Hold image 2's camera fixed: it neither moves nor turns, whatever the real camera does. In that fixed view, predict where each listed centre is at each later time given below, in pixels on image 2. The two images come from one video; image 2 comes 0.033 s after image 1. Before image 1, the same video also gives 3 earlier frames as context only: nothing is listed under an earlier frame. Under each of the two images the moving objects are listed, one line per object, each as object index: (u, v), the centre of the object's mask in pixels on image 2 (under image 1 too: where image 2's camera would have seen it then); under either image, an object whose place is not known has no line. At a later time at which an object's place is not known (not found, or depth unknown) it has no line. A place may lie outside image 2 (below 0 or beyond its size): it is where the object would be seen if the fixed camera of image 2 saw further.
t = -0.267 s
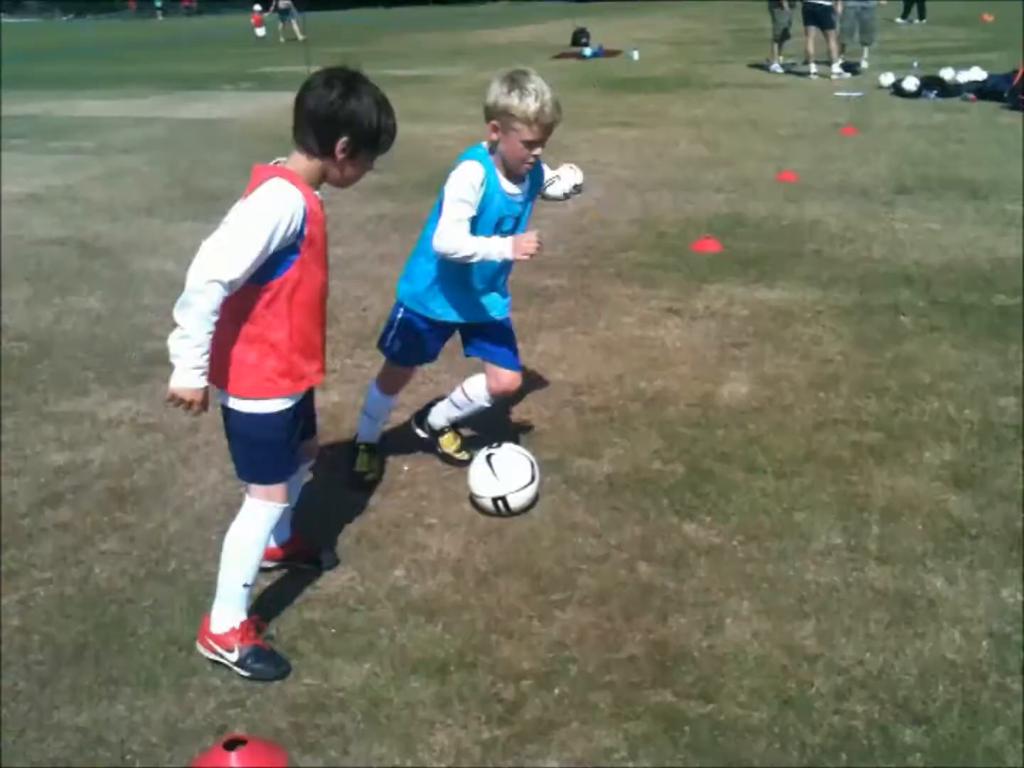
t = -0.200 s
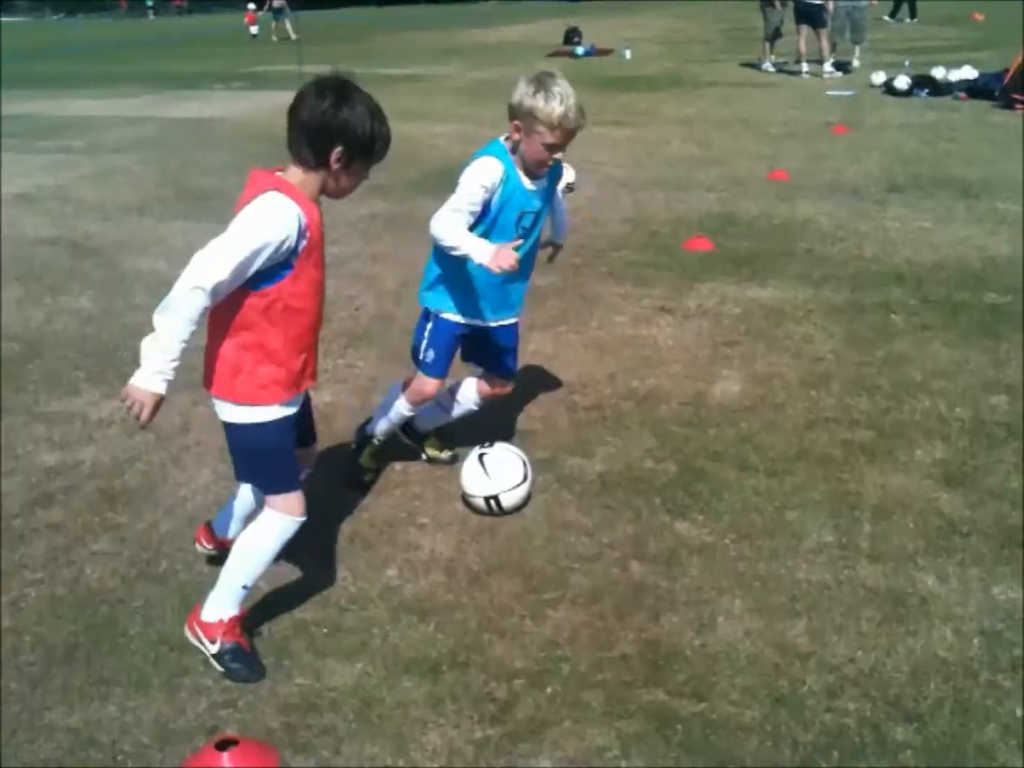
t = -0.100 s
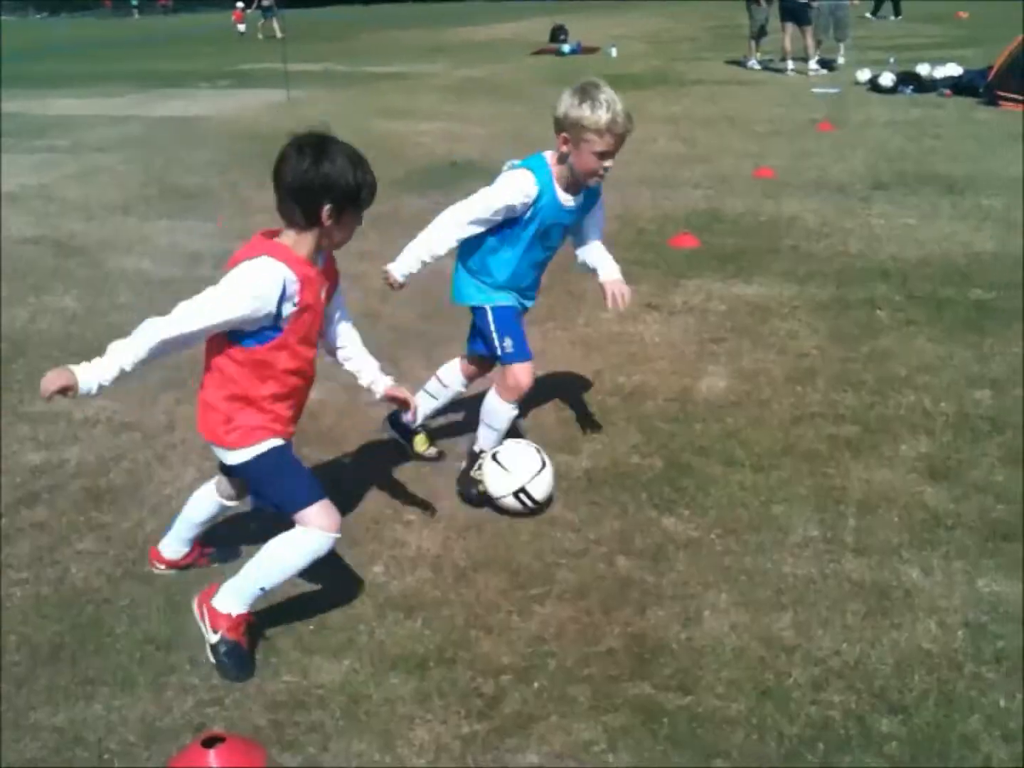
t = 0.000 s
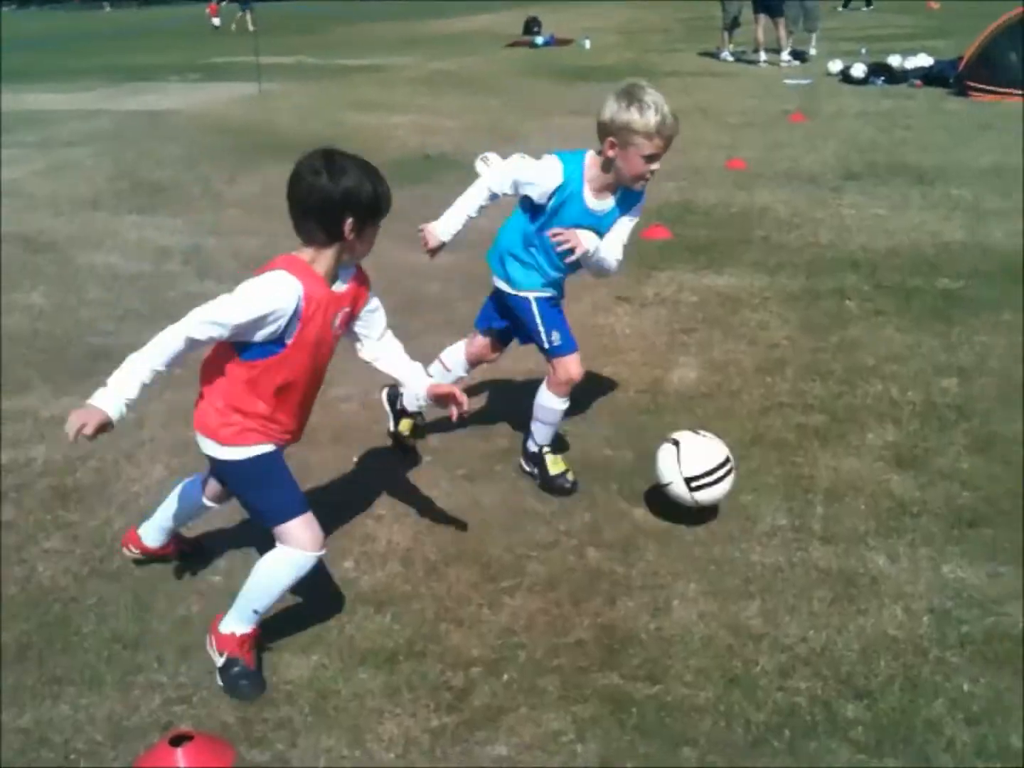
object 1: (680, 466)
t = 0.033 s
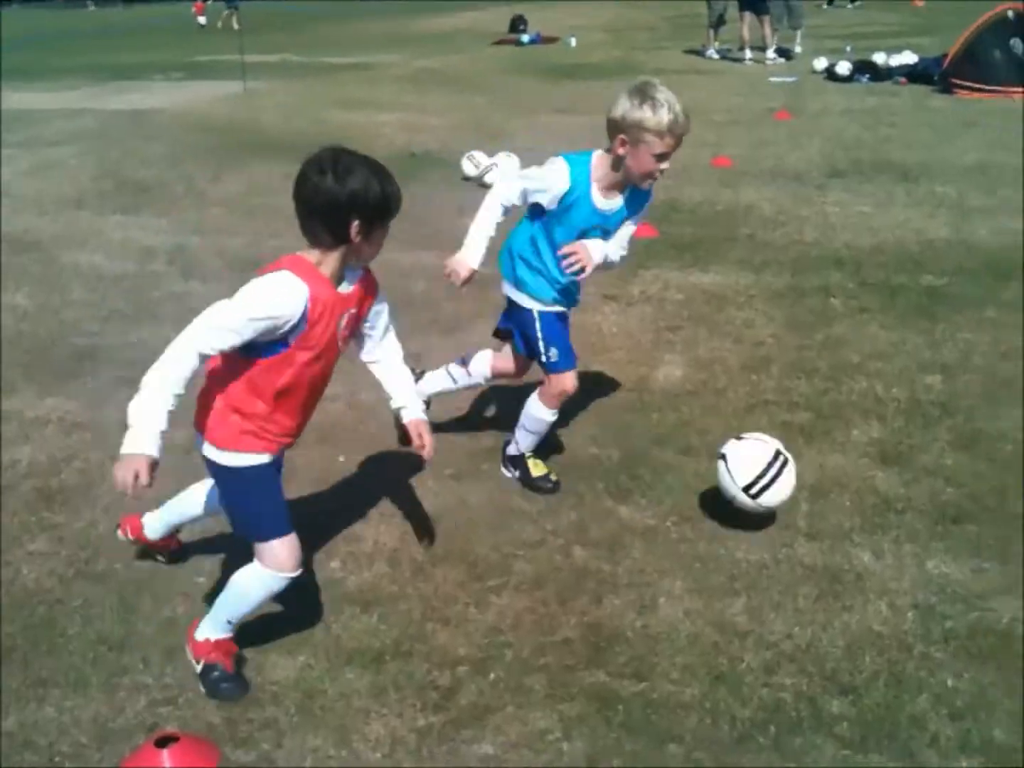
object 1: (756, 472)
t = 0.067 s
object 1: (833, 482)
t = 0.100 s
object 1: (915, 497)
